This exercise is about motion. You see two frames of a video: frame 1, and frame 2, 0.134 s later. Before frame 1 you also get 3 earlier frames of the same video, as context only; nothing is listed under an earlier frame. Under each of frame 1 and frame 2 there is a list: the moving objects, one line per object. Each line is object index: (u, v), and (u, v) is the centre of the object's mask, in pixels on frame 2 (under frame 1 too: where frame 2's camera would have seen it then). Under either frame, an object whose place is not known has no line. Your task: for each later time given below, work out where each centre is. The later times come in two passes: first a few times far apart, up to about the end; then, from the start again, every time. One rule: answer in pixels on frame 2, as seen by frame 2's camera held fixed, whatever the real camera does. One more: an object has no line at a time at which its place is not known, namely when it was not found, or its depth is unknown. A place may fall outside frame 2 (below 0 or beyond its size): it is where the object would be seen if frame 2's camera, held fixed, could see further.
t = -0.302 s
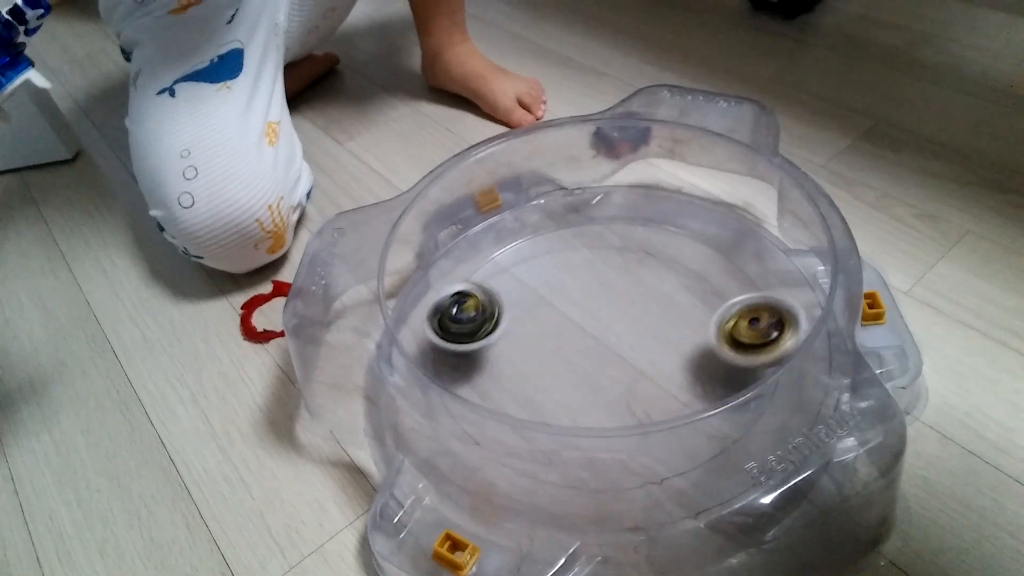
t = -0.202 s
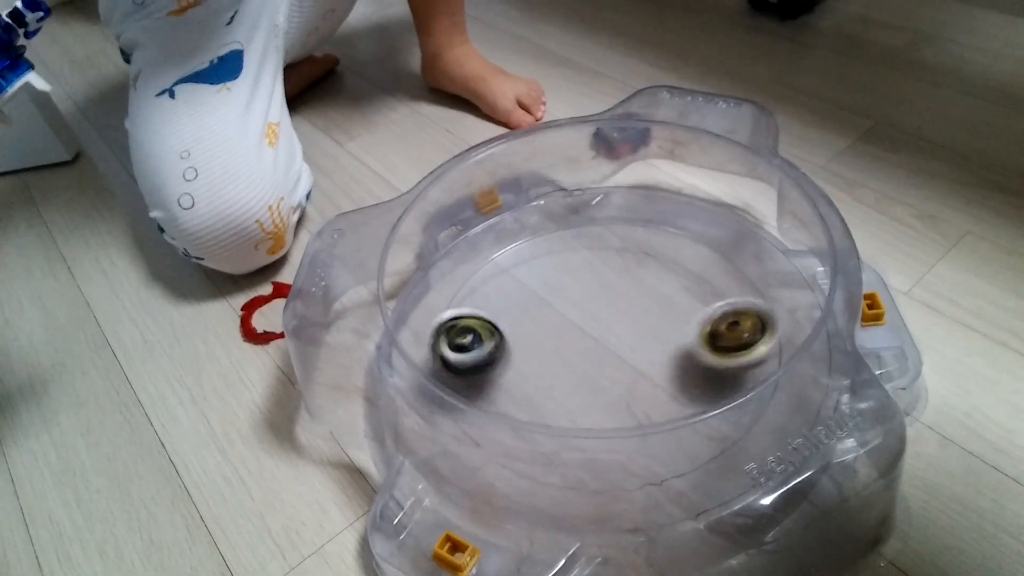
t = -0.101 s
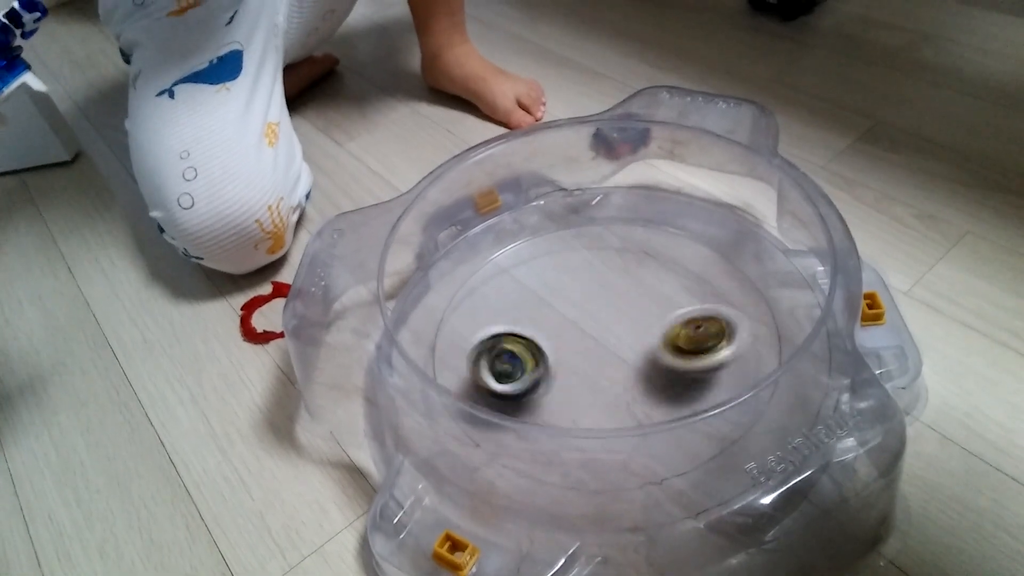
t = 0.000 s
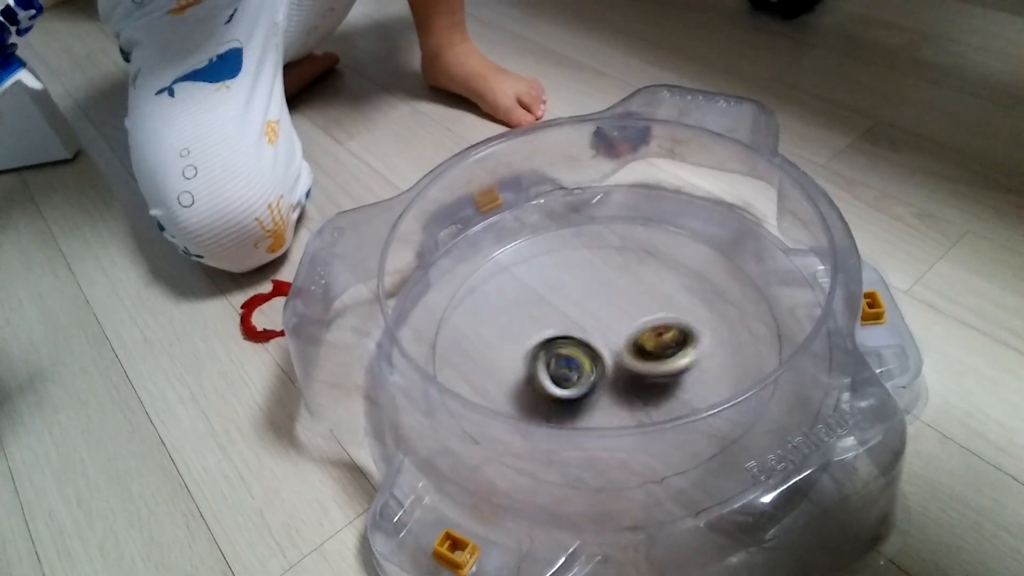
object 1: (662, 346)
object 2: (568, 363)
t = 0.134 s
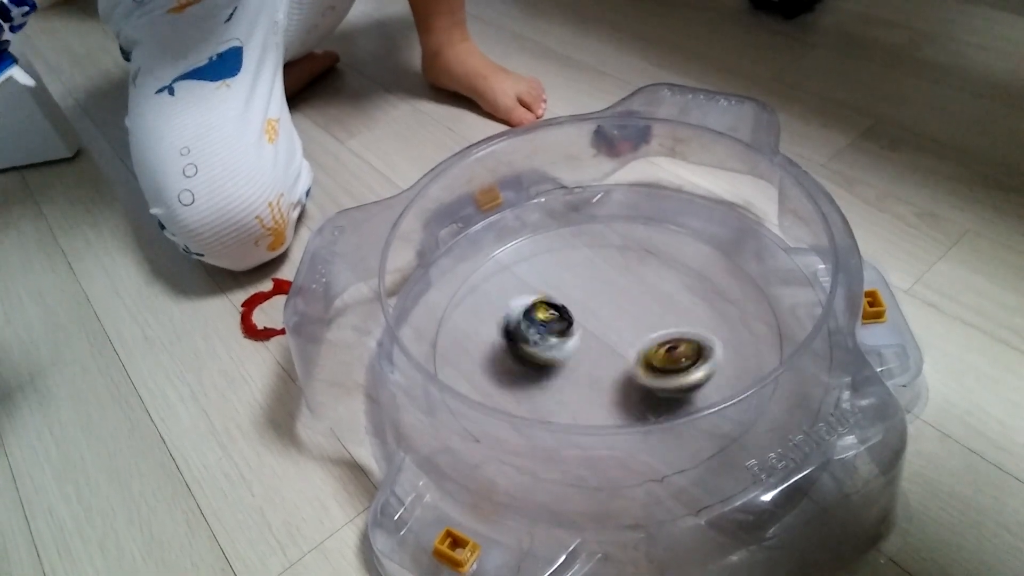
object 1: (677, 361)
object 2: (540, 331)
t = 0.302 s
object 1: (639, 370)
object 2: (535, 308)
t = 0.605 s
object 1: (573, 371)
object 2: (581, 275)
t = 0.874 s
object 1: (545, 344)
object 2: (623, 284)
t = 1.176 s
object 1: (561, 307)
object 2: (649, 316)
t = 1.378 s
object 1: (582, 289)
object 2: (652, 324)
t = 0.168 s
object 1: (671, 364)
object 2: (531, 324)
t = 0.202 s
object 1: (663, 368)
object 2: (533, 317)
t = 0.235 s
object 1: (656, 369)
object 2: (534, 312)
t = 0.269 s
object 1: (647, 370)
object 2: (534, 310)
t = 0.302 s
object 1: (639, 370)
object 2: (535, 308)
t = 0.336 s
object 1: (631, 370)
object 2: (536, 305)
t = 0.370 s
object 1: (622, 369)
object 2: (540, 301)
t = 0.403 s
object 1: (614, 367)
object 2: (546, 300)
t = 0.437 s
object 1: (607, 366)
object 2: (550, 301)
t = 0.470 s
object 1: (597, 361)
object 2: (554, 301)
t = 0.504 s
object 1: (591, 360)
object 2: (559, 299)
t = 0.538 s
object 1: (585, 369)
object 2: (566, 288)
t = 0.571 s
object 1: (579, 371)
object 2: (573, 281)
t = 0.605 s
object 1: (573, 371)
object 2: (581, 275)
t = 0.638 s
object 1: (569, 369)
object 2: (591, 273)
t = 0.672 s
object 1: (562, 367)
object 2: (600, 274)
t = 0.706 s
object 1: (558, 363)
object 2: (607, 277)
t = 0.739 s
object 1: (554, 360)
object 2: (612, 279)
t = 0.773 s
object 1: (550, 356)
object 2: (615, 279)
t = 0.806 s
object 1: (548, 352)
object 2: (618, 280)
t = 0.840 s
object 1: (546, 348)
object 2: (621, 282)
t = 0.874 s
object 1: (545, 344)
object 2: (623, 284)
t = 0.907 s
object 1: (543, 339)
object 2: (627, 285)
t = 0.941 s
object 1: (544, 334)
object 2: (631, 288)
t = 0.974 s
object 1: (544, 329)
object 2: (632, 294)
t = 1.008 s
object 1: (546, 326)
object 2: (634, 300)
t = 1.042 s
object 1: (548, 321)
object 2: (636, 304)
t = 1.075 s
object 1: (551, 317)
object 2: (639, 308)
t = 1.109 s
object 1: (554, 314)
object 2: (643, 312)
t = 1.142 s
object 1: (557, 311)
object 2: (646, 315)
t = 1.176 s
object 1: (561, 307)
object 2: (649, 316)
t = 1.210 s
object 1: (565, 306)
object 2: (650, 317)
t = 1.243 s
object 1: (571, 302)
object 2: (650, 316)
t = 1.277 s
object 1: (575, 301)
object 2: (648, 317)
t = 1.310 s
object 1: (578, 296)
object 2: (649, 319)
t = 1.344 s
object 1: (580, 292)
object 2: (649, 322)
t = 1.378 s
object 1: (582, 289)
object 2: (652, 324)
